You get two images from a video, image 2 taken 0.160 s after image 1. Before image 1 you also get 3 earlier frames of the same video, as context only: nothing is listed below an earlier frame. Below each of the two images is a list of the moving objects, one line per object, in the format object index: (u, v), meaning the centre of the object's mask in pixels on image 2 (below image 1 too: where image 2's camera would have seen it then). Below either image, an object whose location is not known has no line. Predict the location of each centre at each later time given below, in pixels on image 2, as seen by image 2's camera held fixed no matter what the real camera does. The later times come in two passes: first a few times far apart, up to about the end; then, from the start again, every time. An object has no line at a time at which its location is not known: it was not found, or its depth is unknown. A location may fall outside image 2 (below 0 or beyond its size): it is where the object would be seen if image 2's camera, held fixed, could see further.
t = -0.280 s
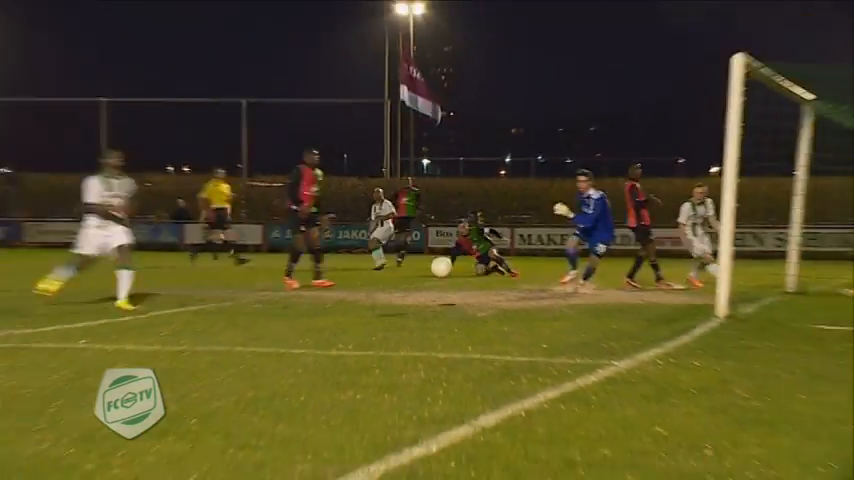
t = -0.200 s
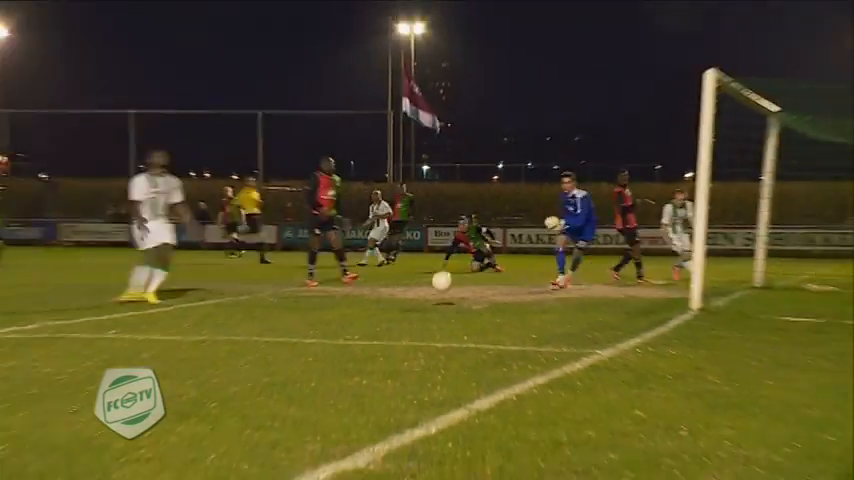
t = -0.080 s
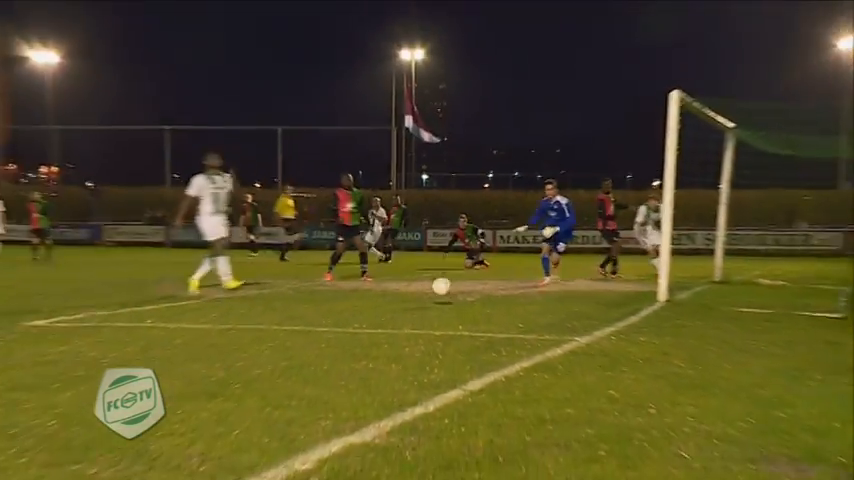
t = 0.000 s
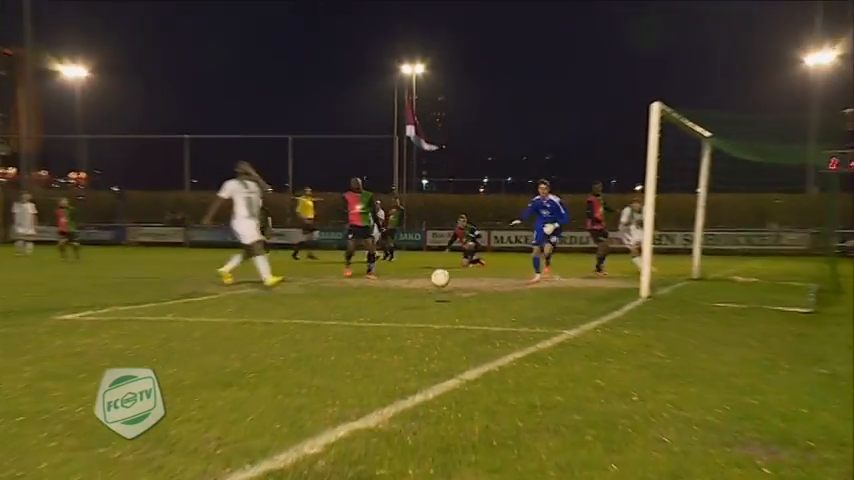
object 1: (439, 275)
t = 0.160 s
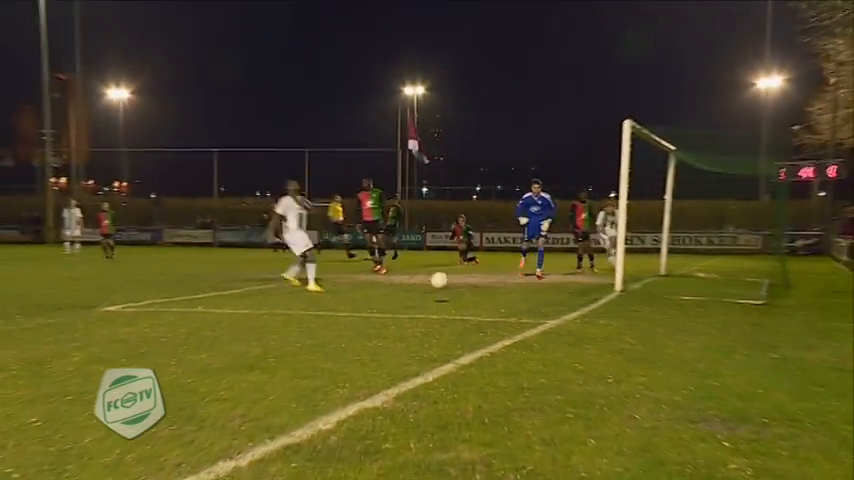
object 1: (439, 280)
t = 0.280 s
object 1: (439, 299)
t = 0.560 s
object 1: (441, 303)
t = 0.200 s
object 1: (439, 285)
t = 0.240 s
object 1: (439, 291)
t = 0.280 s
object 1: (439, 299)
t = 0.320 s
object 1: (439, 296)
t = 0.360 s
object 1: (439, 293)
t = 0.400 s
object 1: (440, 292)
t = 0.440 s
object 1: (440, 293)
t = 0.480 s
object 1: (440, 294)
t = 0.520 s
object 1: (440, 298)
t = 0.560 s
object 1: (441, 303)
